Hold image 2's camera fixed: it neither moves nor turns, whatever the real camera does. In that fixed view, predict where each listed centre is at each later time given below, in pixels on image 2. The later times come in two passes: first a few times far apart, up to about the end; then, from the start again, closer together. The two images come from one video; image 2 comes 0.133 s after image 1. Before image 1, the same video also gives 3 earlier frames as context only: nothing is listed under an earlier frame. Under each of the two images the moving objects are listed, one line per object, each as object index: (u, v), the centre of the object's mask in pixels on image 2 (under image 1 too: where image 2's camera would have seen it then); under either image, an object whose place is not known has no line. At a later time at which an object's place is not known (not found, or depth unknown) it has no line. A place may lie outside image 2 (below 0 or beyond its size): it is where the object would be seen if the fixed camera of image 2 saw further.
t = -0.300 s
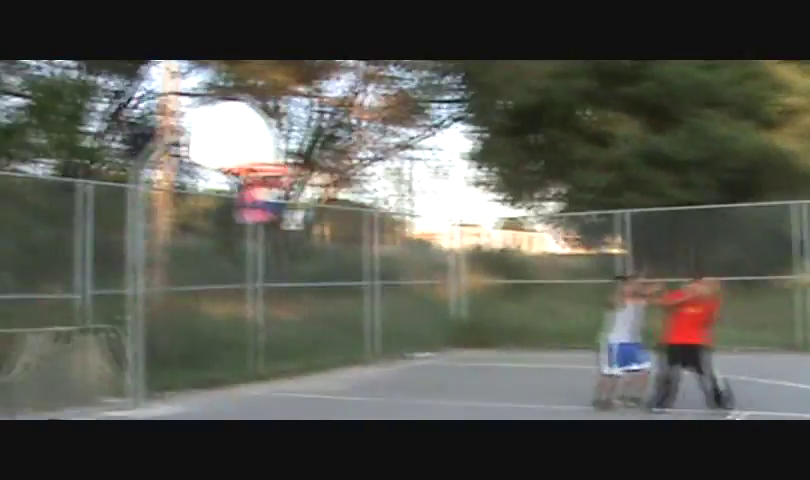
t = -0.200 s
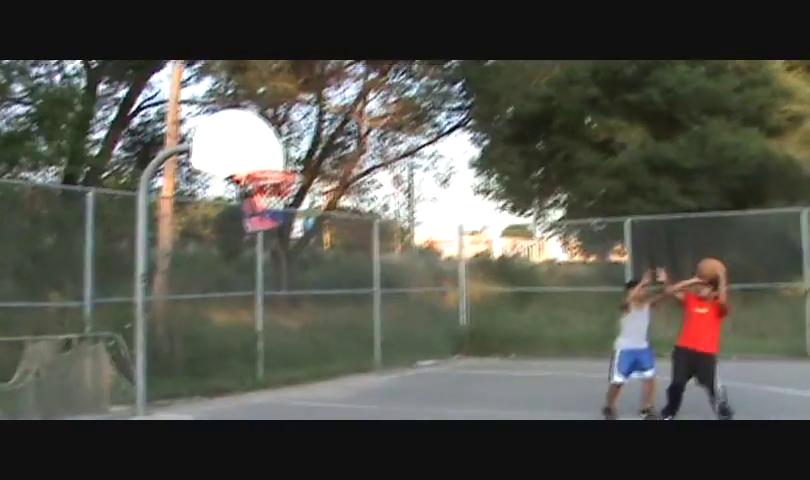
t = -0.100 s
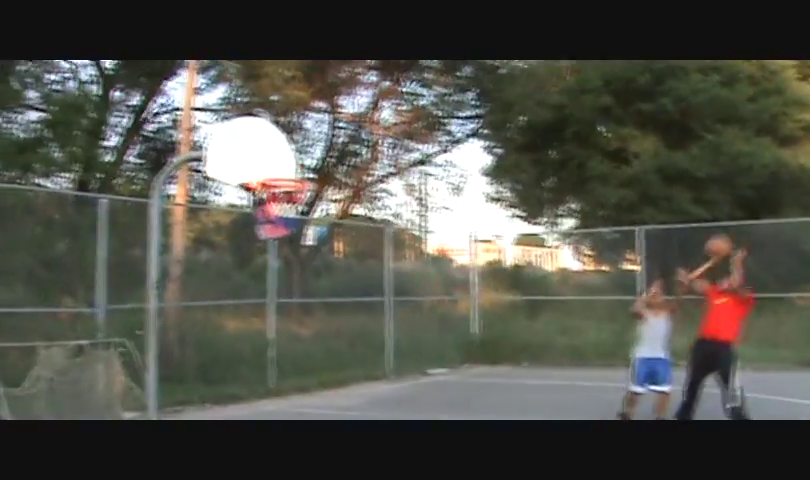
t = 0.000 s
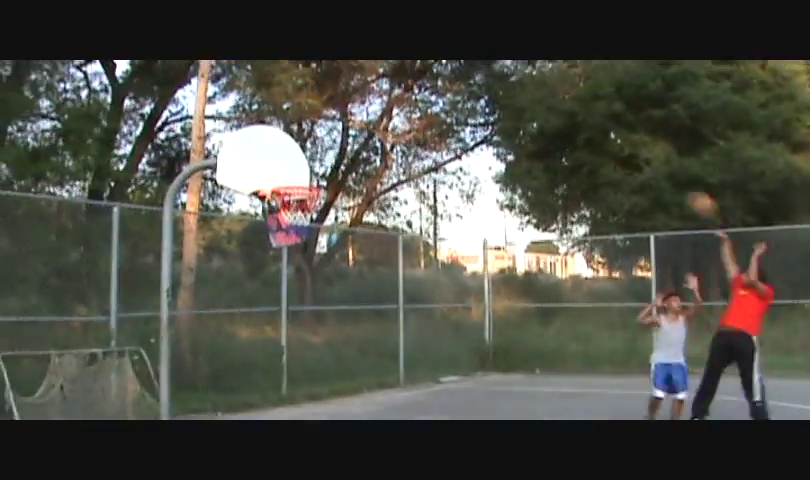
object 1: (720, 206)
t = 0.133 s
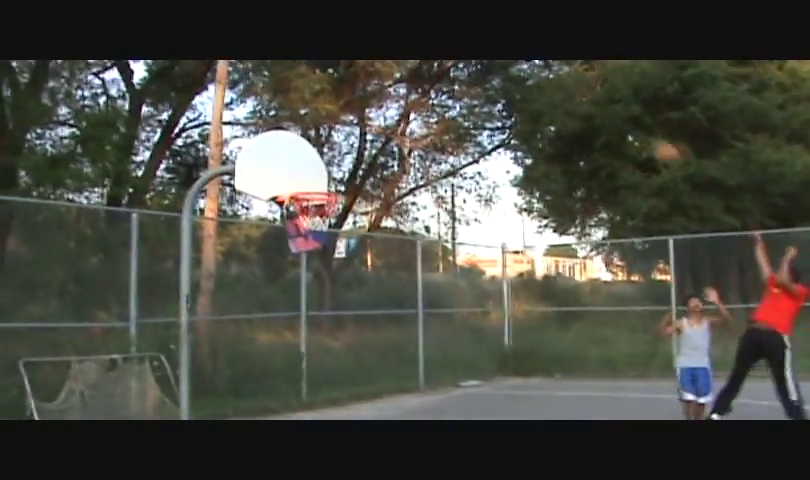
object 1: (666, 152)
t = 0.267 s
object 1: (612, 115)
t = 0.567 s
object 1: (497, 85)
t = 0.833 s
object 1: (405, 117)
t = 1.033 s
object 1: (334, 184)
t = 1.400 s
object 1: (273, 274)
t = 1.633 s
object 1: (249, 368)
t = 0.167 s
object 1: (651, 141)
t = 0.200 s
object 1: (637, 132)
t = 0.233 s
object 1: (624, 123)
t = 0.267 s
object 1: (612, 115)
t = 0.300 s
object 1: (597, 108)
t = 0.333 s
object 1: (584, 102)
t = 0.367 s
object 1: (572, 97)
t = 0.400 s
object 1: (559, 93)
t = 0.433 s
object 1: (547, 90)
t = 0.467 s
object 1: (535, 89)
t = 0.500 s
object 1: (522, 87)
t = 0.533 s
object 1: (509, 86)
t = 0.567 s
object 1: (497, 85)
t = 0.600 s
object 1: (486, 86)
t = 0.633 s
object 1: (473, 88)
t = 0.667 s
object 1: (462, 91)
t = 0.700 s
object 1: (451, 94)
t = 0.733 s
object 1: (438, 101)
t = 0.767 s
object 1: (423, 107)
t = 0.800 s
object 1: (416, 112)
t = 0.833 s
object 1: (405, 117)
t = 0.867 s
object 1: (388, 128)
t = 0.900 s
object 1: (380, 139)
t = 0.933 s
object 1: (366, 148)
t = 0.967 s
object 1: (354, 159)
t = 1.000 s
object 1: (344, 170)
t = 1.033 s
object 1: (334, 184)
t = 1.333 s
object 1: (279, 257)
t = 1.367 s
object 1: (275, 264)
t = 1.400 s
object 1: (273, 274)
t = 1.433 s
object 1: (270, 284)
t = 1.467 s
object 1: (267, 295)
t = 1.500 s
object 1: (264, 309)
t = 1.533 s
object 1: (261, 321)
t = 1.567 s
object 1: (257, 337)
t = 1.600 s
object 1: (251, 354)
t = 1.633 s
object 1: (249, 368)
